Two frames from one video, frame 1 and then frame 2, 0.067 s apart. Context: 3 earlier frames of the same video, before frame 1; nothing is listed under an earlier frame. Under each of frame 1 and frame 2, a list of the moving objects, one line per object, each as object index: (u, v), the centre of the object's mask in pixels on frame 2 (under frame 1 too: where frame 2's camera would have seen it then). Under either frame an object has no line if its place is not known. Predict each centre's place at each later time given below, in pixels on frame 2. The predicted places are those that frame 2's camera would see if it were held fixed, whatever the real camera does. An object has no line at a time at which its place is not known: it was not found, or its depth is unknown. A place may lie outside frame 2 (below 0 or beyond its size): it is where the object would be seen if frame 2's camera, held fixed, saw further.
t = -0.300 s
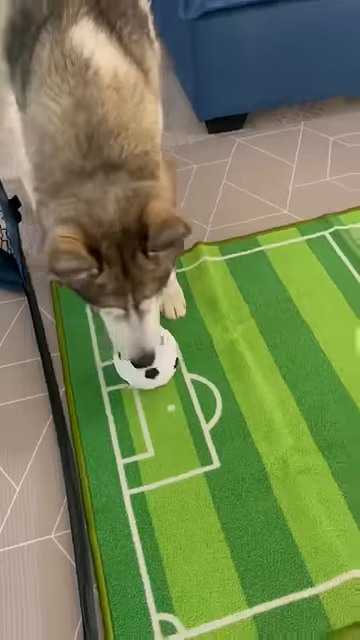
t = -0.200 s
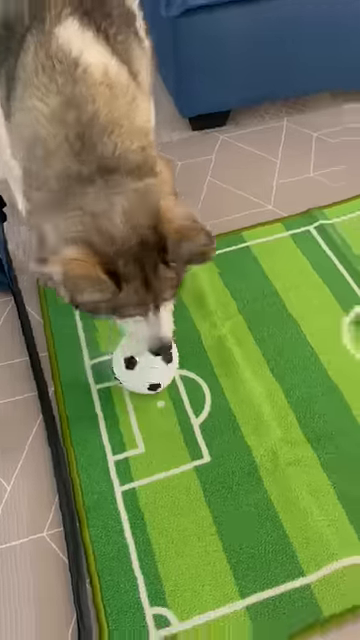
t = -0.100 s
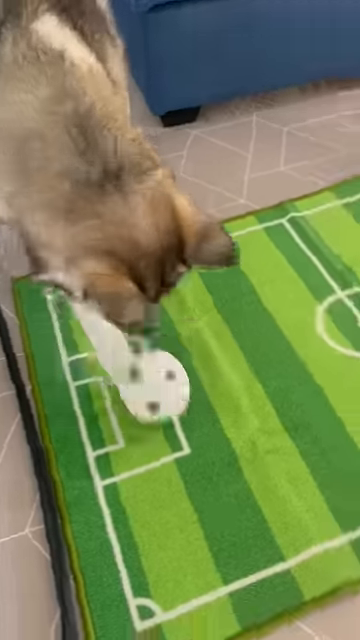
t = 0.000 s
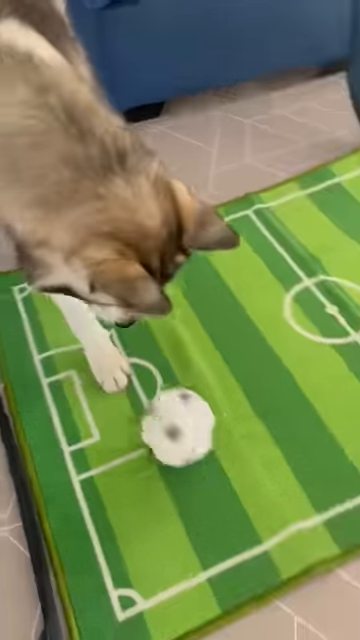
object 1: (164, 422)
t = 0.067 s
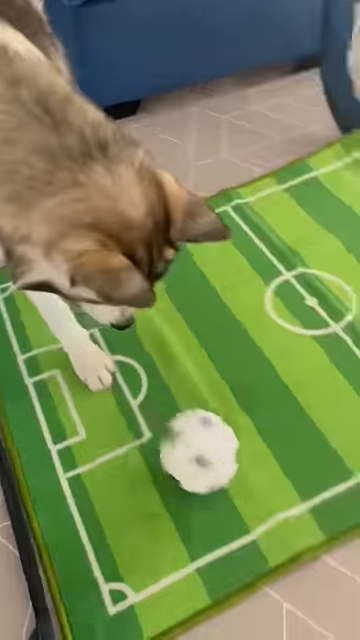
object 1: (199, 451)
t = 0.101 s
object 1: (218, 469)
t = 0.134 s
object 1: (236, 482)
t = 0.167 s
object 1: (255, 499)
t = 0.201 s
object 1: (271, 517)
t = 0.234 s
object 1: (287, 536)
